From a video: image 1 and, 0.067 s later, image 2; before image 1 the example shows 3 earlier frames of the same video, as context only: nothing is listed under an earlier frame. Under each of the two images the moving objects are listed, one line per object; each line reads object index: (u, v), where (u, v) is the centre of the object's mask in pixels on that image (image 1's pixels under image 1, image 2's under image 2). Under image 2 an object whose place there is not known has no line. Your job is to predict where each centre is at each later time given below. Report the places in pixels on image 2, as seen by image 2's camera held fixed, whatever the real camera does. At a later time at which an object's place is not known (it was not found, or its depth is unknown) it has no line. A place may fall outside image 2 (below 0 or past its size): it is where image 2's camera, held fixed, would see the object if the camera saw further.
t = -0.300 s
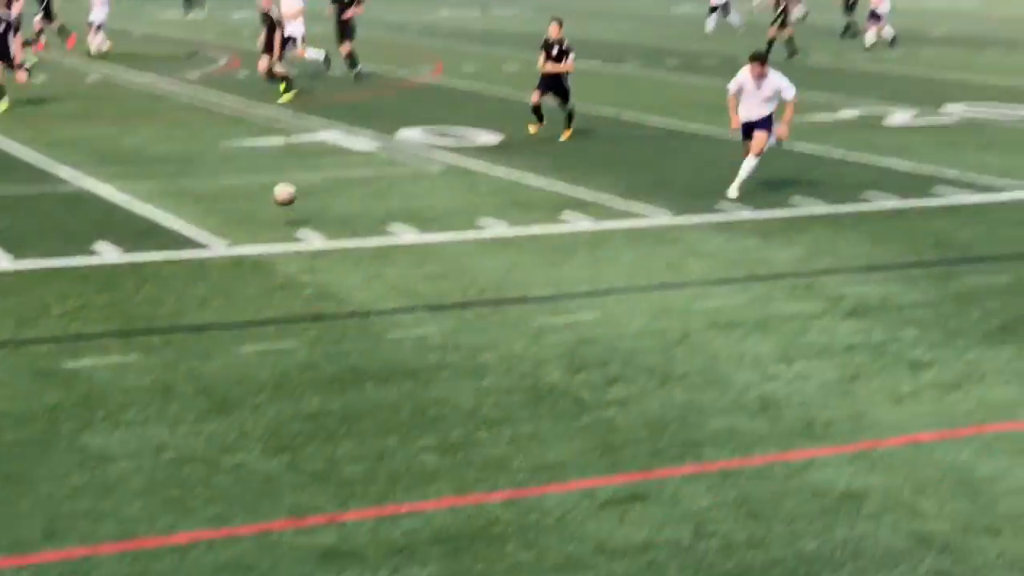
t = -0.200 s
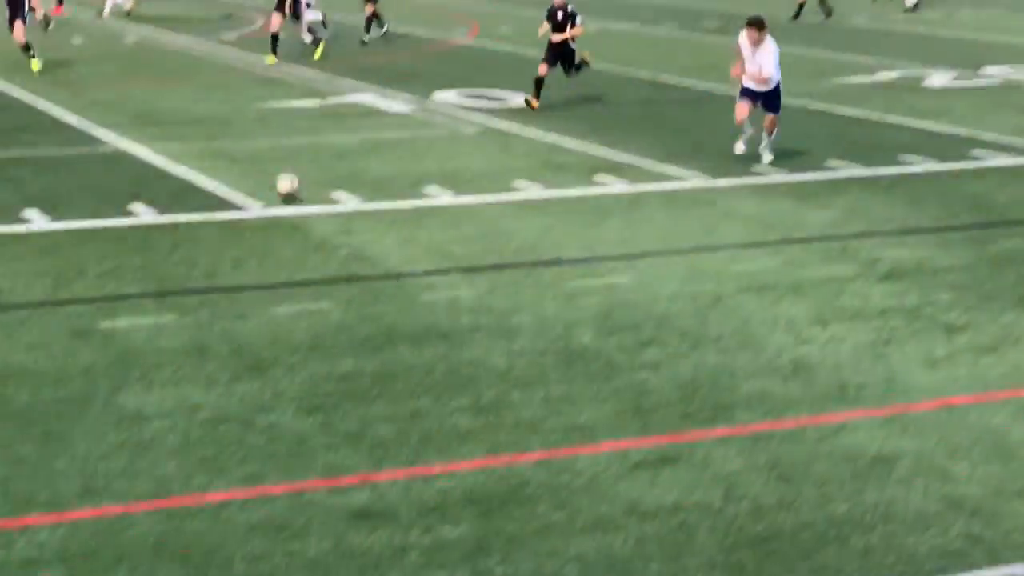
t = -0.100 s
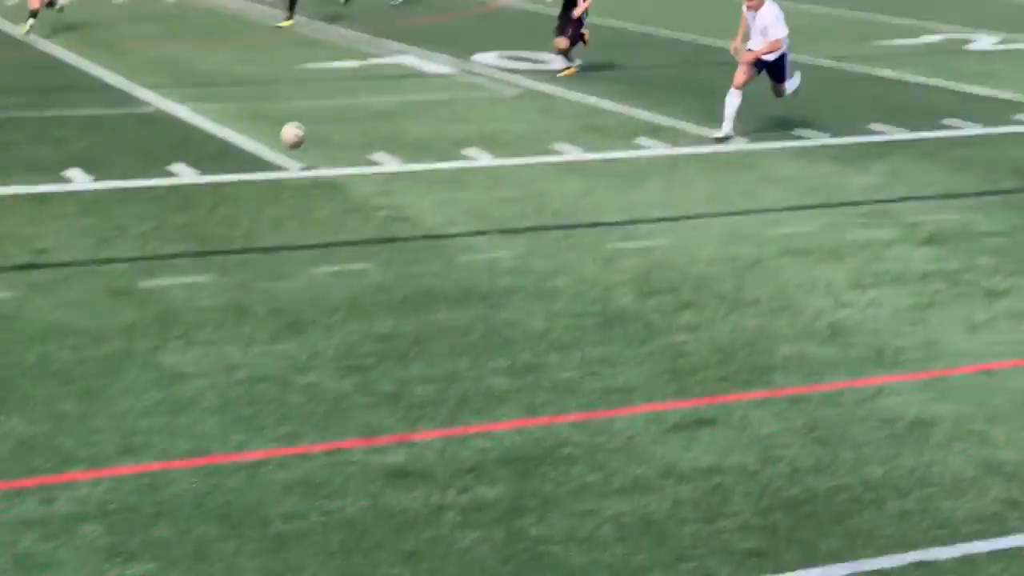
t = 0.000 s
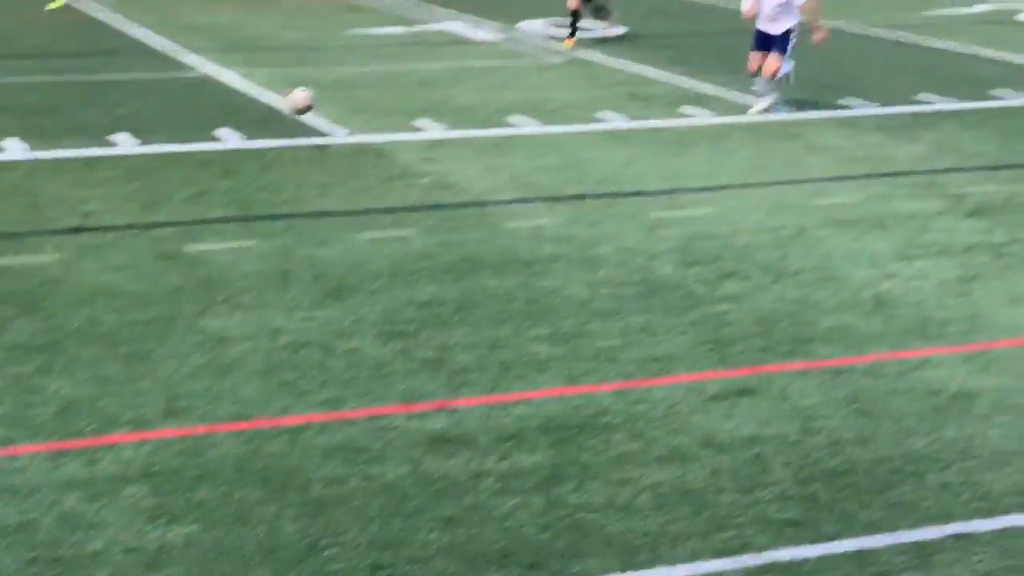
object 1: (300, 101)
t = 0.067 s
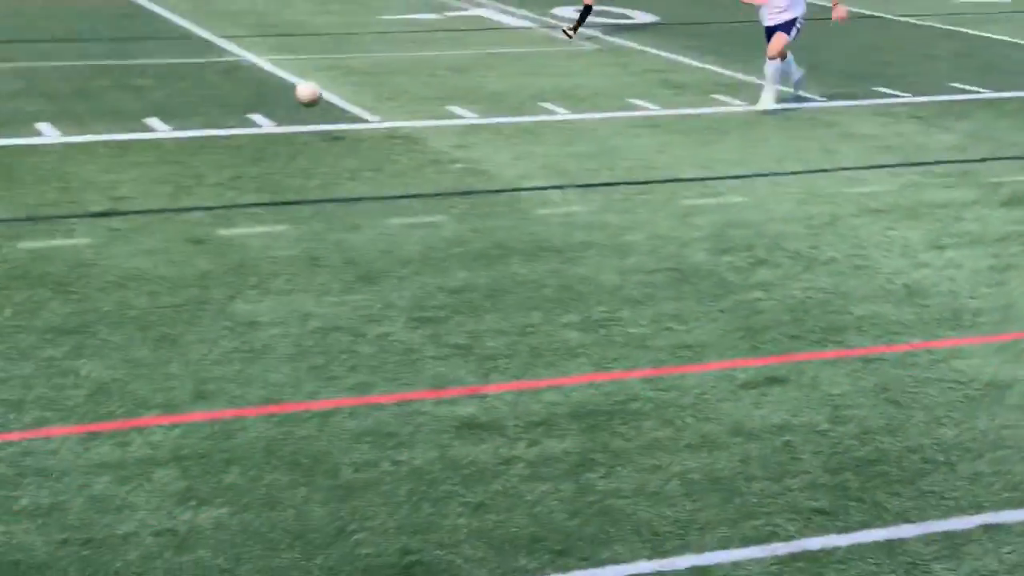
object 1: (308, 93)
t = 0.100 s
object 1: (299, 98)
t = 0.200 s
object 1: (270, 121)
